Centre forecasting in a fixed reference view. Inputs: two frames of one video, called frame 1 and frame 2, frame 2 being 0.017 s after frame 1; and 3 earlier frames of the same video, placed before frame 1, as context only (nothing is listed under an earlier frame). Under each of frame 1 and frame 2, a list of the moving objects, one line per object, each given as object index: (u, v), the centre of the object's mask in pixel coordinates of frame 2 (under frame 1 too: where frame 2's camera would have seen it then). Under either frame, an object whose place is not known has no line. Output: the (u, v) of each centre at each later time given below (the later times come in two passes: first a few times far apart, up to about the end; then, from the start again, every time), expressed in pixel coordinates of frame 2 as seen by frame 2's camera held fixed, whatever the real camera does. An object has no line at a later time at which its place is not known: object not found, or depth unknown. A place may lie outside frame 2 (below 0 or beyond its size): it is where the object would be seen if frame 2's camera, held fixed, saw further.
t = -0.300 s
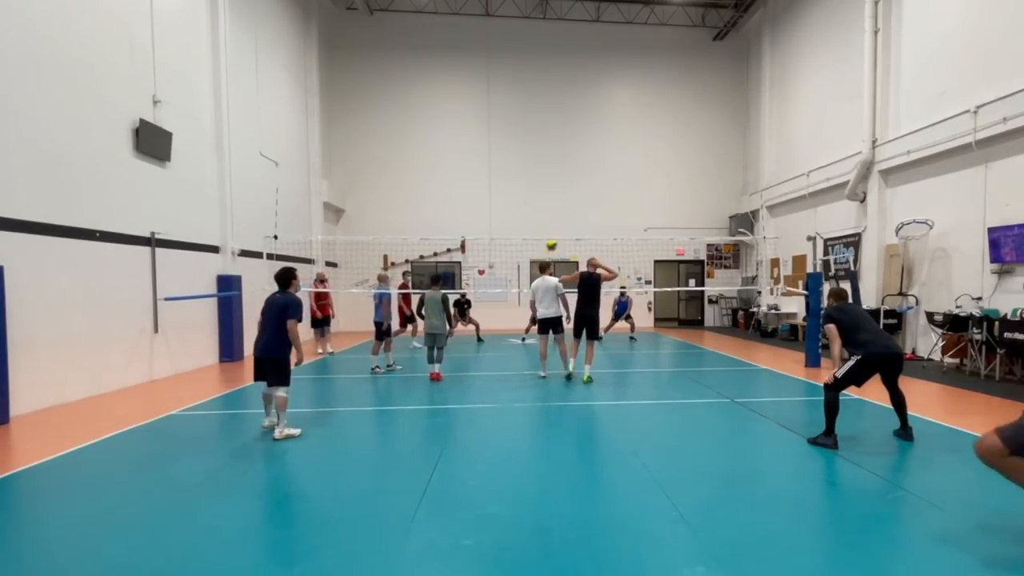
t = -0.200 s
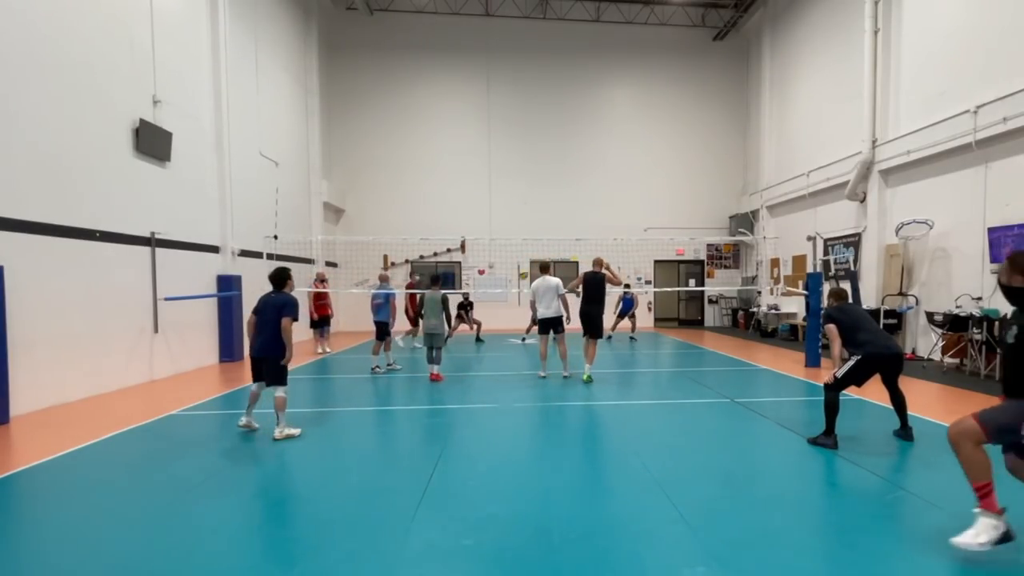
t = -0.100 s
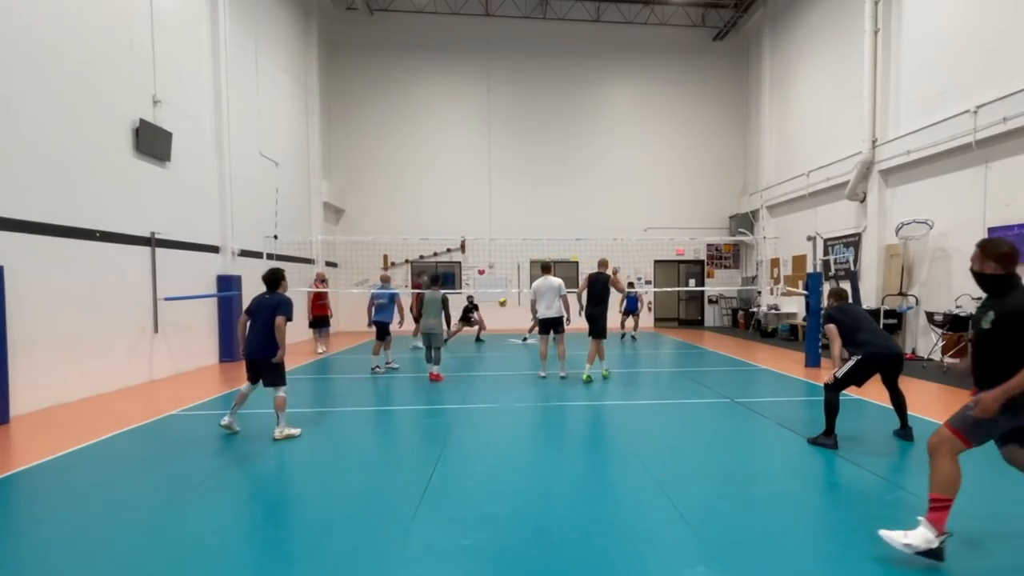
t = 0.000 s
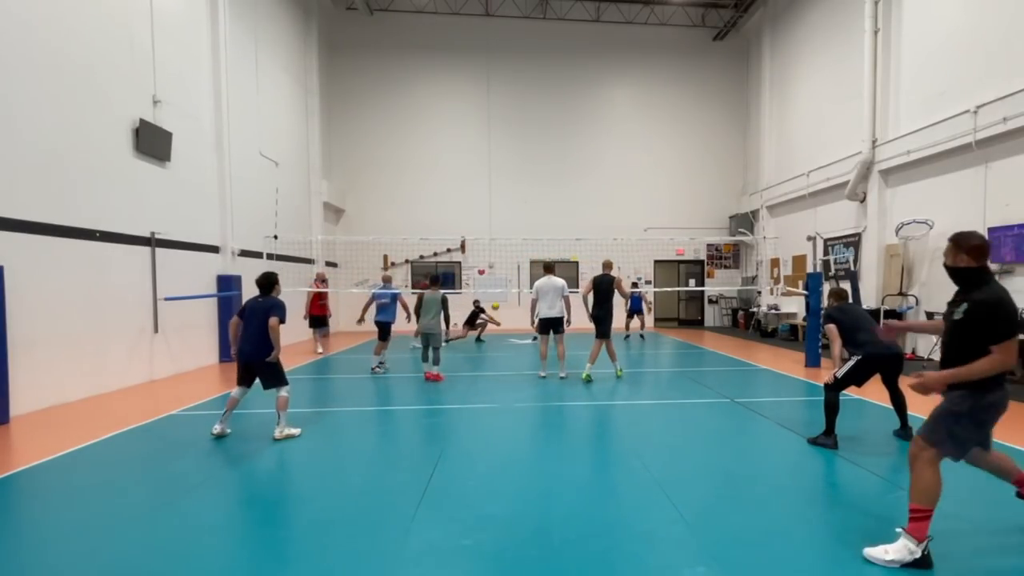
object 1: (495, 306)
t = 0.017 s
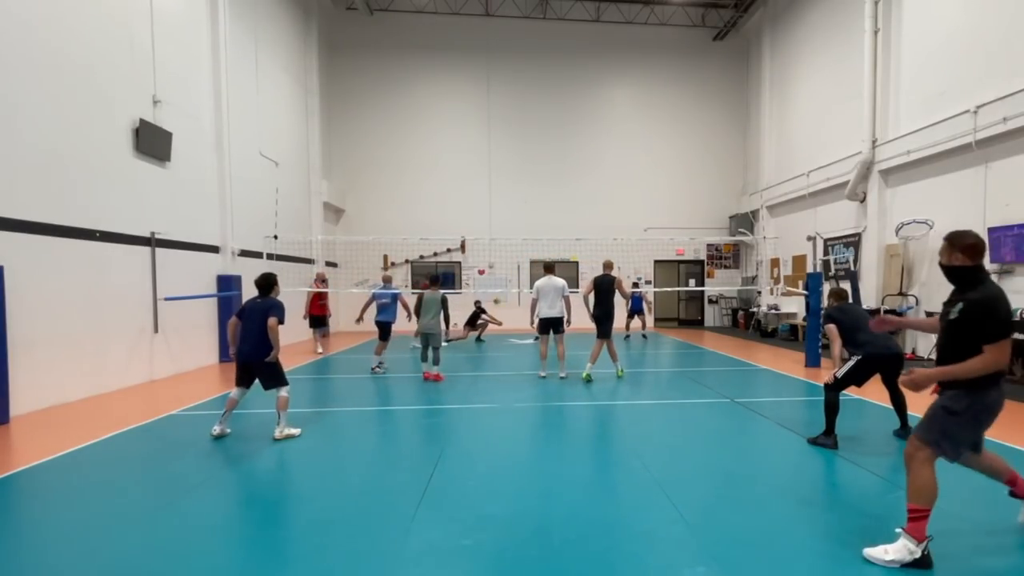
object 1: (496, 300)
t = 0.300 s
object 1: (519, 204)
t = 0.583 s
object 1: (540, 135)
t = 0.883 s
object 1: (560, 95)
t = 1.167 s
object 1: (581, 89)
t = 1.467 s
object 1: (602, 118)
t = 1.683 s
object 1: (619, 161)
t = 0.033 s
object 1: (498, 294)
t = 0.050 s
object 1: (499, 287)
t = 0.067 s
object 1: (501, 281)
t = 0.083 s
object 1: (502, 275)
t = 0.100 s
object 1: (504, 269)
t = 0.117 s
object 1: (505, 263)
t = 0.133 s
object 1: (506, 258)
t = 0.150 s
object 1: (507, 251)
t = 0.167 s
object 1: (509, 246)
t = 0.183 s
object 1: (510, 242)
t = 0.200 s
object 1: (512, 235)
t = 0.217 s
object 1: (513, 229)
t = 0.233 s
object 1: (514, 224)
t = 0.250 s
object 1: (516, 219)
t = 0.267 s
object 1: (517, 214)
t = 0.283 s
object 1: (518, 209)
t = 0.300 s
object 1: (519, 204)
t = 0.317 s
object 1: (521, 199)
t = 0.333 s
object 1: (522, 194)
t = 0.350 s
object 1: (523, 190)
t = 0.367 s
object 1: (524, 185)
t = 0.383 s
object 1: (525, 181)
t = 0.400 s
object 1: (527, 177)
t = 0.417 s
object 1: (528, 173)
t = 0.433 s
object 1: (529, 168)
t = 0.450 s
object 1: (530, 164)
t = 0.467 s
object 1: (532, 160)
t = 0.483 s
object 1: (532, 156)
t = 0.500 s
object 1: (534, 152)
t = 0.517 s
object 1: (535, 149)
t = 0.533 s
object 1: (536, 145)
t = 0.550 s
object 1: (538, 142)
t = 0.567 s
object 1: (539, 138)
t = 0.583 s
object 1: (540, 135)
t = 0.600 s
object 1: (541, 133)
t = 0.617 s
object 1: (542, 129)
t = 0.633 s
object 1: (543, 126)
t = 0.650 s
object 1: (544, 123)
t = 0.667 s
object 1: (546, 120)
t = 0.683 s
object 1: (547, 118)
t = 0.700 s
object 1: (548, 116)
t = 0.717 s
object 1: (549, 114)
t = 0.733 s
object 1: (550, 111)
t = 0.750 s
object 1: (551, 108)
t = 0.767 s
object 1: (552, 107)
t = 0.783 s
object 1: (554, 104)
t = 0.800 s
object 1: (555, 102)
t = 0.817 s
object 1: (556, 101)
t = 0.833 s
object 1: (557, 99)
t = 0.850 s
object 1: (558, 97)
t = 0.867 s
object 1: (559, 96)
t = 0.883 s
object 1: (560, 95)
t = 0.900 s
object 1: (562, 94)
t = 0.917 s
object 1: (563, 93)
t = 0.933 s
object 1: (564, 91)
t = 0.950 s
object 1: (565, 91)
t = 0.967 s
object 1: (566, 89)
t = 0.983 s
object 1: (568, 89)
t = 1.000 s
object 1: (569, 88)
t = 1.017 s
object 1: (570, 88)
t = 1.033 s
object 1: (572, 88)
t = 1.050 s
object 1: (572, 87)
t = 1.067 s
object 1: (573, 87)
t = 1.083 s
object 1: (574, 87)
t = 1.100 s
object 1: (576, 87)
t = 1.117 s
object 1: (577, 88)
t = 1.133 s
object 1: (579, 88)
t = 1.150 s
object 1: (580, 88)
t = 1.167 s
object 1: (581, 89)
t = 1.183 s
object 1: (582, 89)
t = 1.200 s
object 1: (583, 90)
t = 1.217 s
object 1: (584, 91)
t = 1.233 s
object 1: (586, 92)
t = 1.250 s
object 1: (587, 93)
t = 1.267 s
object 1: (588, 94)
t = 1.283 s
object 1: (589, 96)
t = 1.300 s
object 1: (590, 97)
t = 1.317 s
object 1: (591, 98)
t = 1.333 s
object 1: (592, 101)
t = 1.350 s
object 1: (594, 102)
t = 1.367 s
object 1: (595, 104)
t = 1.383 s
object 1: (596, 106)
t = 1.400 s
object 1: (597, 108)
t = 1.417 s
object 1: (599, 110)
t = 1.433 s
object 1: (600, 113)
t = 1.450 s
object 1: (601, 115)
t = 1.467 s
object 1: (602, 118)
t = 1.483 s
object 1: (603, 120)
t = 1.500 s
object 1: (605, 123)
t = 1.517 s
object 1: (606, 126)
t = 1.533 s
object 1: (607, 129)
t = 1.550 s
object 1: (608, 132)
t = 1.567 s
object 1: (610, 135)
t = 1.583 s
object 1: (611, 138)
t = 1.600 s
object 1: (612, 142)
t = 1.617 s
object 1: (614, 145)
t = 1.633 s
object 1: (615, 149)
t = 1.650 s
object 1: (616, 152)
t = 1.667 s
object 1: (618, 156)
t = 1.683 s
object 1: (619, 161)
